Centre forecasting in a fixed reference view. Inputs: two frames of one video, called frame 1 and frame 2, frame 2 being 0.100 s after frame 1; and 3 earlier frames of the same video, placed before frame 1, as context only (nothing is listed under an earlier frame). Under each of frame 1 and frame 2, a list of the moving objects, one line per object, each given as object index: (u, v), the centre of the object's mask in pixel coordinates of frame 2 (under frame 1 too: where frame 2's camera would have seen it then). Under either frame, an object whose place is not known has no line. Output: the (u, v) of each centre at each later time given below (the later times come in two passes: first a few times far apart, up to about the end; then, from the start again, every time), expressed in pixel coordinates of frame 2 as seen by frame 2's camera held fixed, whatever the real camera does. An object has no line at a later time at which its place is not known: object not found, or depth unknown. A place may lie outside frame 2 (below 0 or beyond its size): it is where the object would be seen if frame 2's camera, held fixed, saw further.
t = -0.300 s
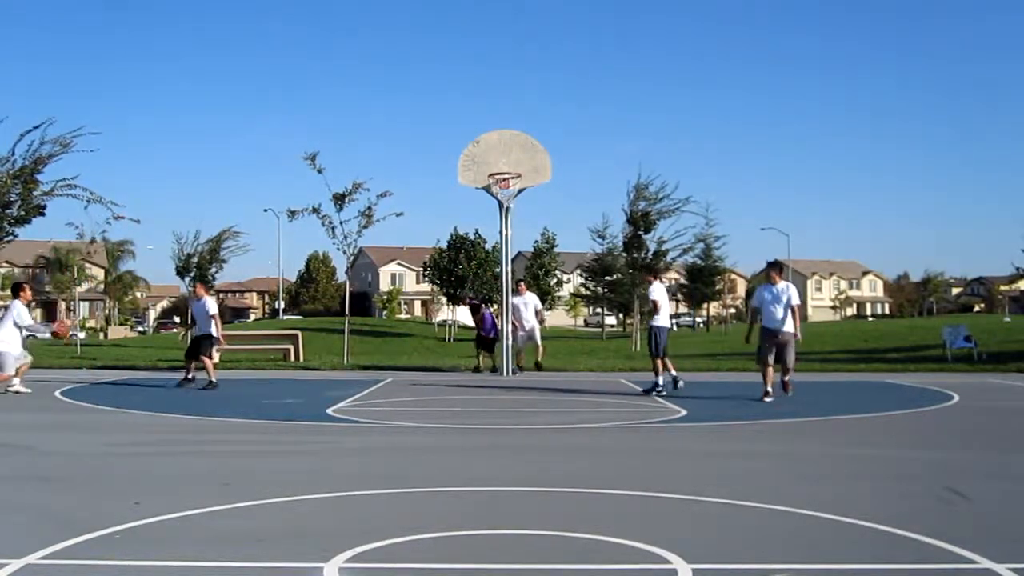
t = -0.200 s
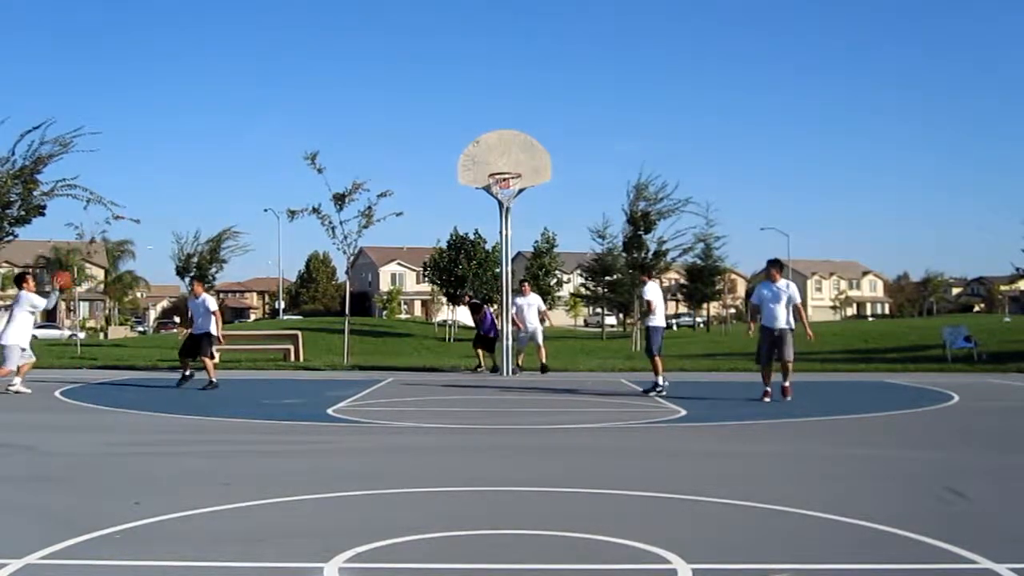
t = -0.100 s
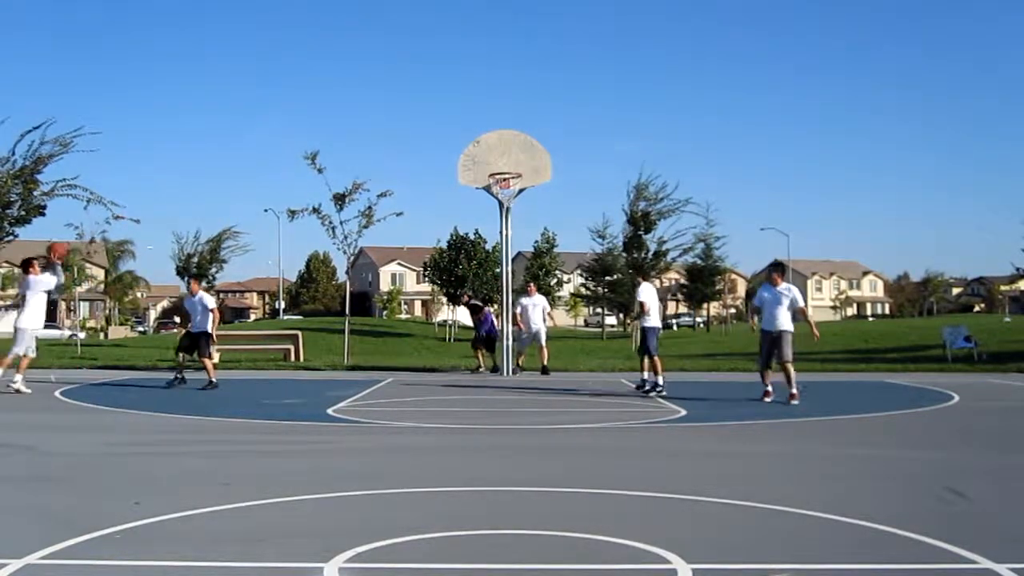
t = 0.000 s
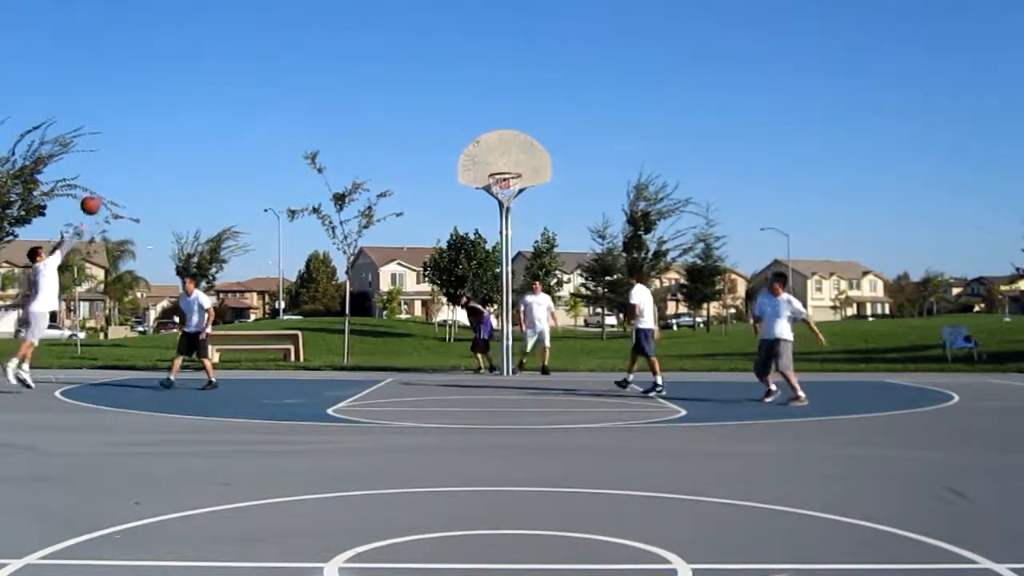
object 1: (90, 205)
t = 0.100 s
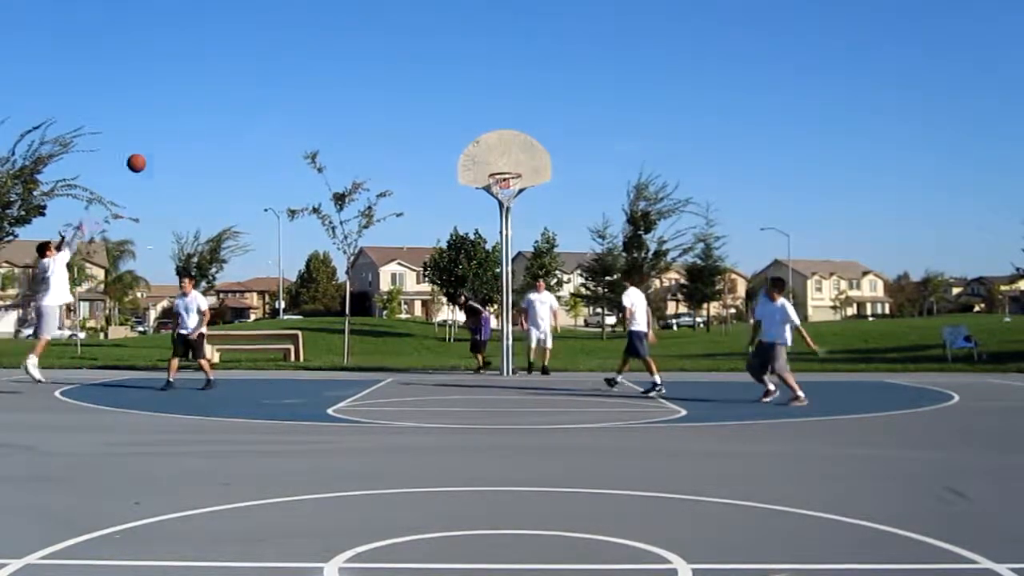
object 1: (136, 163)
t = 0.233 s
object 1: (194, 120)
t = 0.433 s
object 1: (276, 85)
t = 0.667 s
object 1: (366, 81)
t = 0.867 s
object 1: (438, 107)
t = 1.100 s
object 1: (516, 169)
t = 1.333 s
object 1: (471, 128)
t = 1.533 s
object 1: (433, 121)
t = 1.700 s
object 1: (402, 136)
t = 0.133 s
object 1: (151, 151)
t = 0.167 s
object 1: (165, 139)
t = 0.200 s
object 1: (180, 129)
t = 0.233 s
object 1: (194, 120)
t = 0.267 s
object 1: (208, 112)
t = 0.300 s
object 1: (222, 105)
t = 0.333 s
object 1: (236, 98)
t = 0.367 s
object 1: (249, 93)
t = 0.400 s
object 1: (263, 88)
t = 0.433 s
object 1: (276, 85)
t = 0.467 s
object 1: (289, 82)
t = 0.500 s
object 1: (303, 80)
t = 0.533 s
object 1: (316, 78)
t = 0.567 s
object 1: (329, 77)
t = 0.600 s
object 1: (341, 78)
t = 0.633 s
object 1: (354, 79)
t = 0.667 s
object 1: (366, 81)
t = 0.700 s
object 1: (379, 83)
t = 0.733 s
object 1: (391, 86)
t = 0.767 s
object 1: (403, 90)
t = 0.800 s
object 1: (414, 95)
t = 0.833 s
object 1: (426, 101)
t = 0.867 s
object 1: (438, 107)
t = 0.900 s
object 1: (450, 114)
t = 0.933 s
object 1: (461, 121)
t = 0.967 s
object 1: (472, 129)
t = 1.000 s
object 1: (484, 139)
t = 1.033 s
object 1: (495, 148)
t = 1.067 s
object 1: (505, 159)
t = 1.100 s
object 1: (516, 169)
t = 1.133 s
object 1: (510, 162)
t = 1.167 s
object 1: (504, 154)
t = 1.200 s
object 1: (497, 148)
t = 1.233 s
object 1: (490, 141)
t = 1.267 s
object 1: (483, 136)
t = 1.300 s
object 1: (478, 132)
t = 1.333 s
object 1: (471, 128)
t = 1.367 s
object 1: (465, 125)
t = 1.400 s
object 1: (458, 122)
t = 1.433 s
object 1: (451, 121)
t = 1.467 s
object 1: (445, 120)
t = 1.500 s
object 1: (439, 120)
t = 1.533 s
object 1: (433, 121)
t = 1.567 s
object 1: (426, 122)
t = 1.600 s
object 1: (420, 124)
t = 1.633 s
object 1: (414, 127)
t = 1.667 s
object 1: (408, 131)
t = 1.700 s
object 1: (402, 136)
